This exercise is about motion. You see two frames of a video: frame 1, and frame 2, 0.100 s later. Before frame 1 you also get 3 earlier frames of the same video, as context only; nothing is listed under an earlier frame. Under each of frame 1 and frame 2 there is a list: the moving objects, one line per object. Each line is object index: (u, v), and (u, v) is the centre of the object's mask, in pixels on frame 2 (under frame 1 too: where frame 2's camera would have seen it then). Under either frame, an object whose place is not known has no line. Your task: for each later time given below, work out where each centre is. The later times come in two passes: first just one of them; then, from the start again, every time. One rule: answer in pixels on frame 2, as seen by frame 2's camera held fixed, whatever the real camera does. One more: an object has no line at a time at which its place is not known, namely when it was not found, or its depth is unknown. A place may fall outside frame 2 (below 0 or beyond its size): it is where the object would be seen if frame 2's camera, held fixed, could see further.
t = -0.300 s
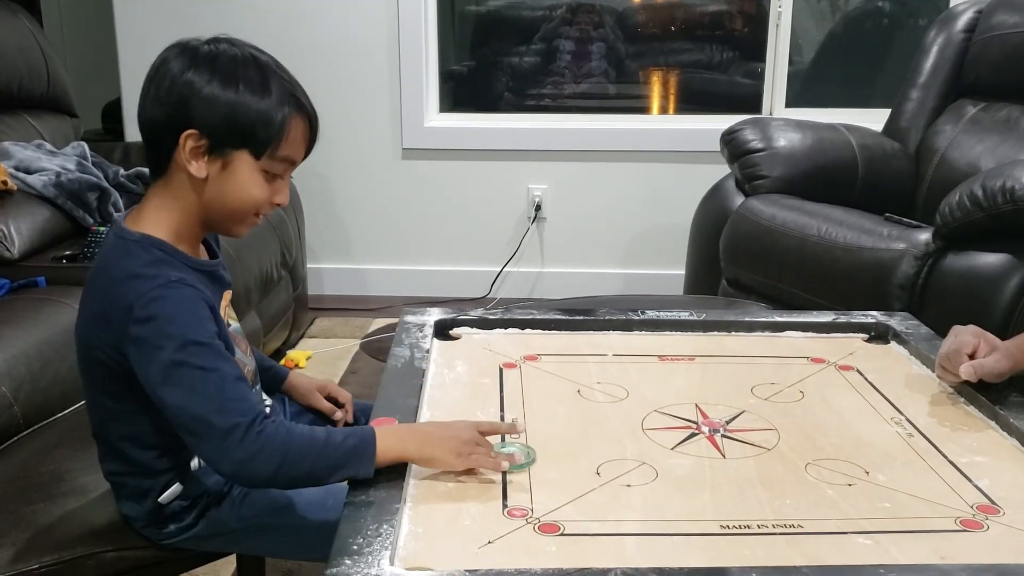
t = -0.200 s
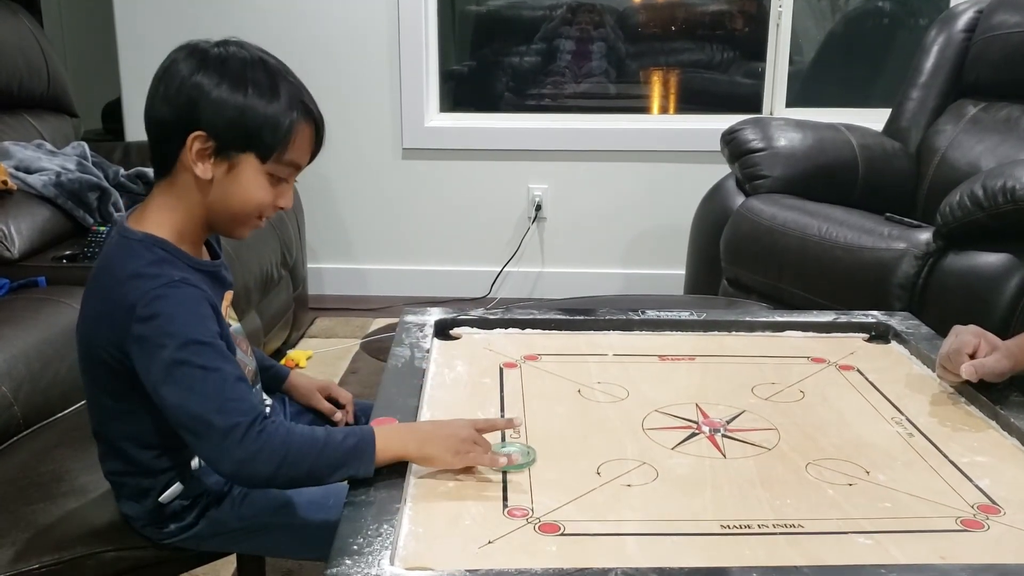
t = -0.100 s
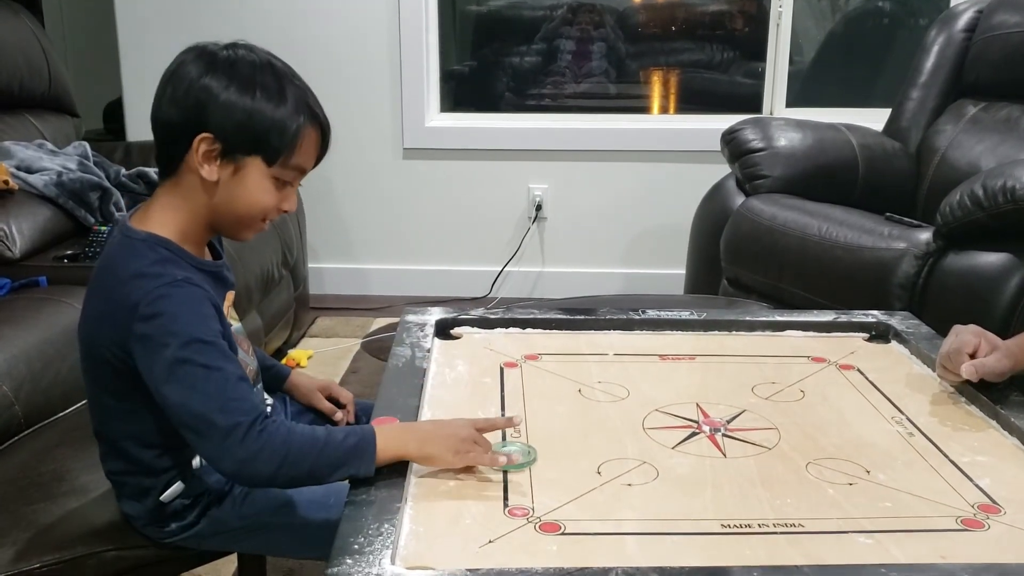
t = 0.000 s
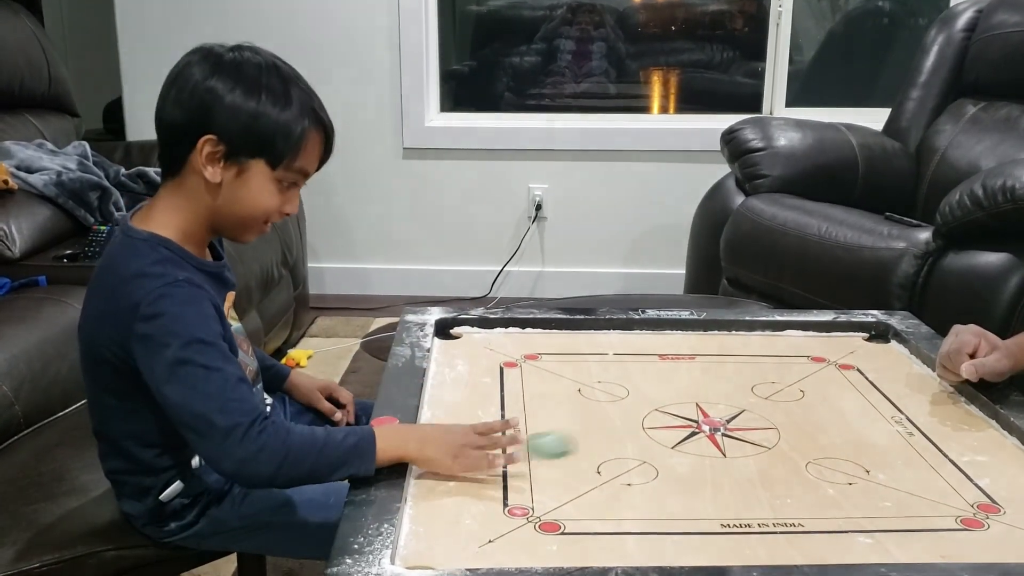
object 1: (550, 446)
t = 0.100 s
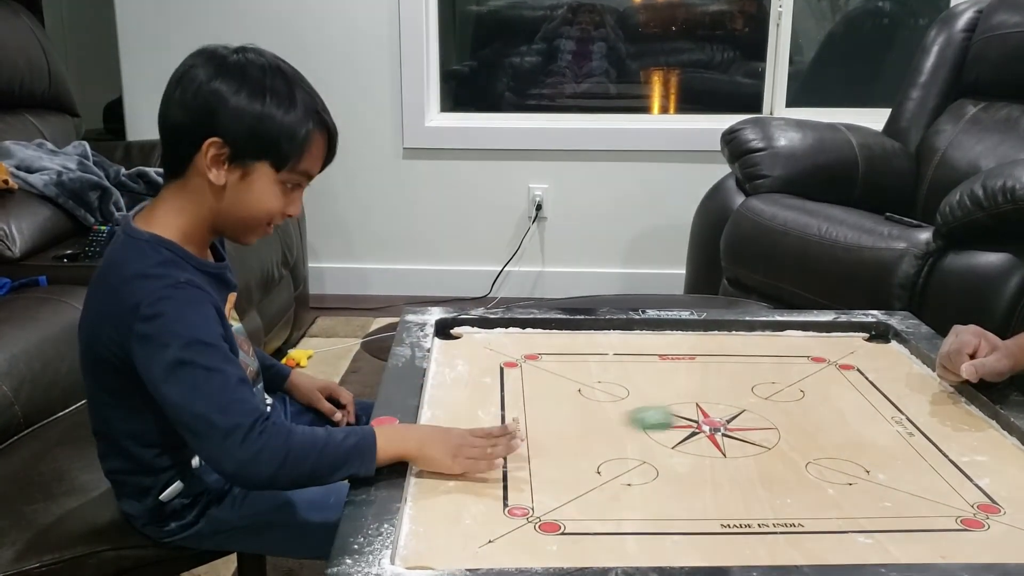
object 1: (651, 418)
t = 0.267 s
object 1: (779, 385)
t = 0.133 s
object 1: (680, 410)
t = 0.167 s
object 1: (709, 403)
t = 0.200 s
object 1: (734, 397)
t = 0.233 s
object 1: (758, 390)
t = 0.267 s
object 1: (779, 385)
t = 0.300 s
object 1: (799, 380)
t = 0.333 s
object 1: (819, 375)
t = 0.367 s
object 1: (837, 371)
